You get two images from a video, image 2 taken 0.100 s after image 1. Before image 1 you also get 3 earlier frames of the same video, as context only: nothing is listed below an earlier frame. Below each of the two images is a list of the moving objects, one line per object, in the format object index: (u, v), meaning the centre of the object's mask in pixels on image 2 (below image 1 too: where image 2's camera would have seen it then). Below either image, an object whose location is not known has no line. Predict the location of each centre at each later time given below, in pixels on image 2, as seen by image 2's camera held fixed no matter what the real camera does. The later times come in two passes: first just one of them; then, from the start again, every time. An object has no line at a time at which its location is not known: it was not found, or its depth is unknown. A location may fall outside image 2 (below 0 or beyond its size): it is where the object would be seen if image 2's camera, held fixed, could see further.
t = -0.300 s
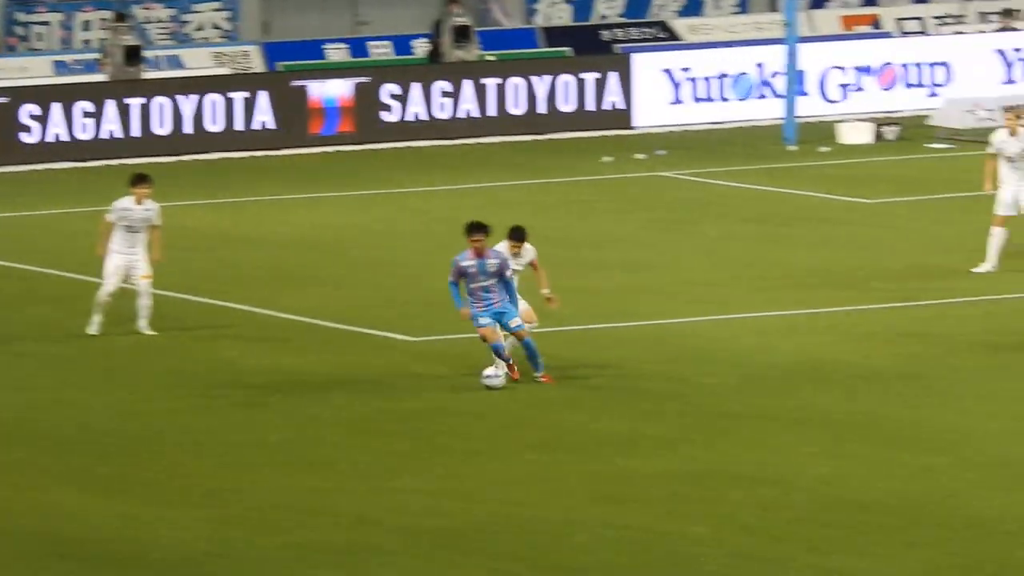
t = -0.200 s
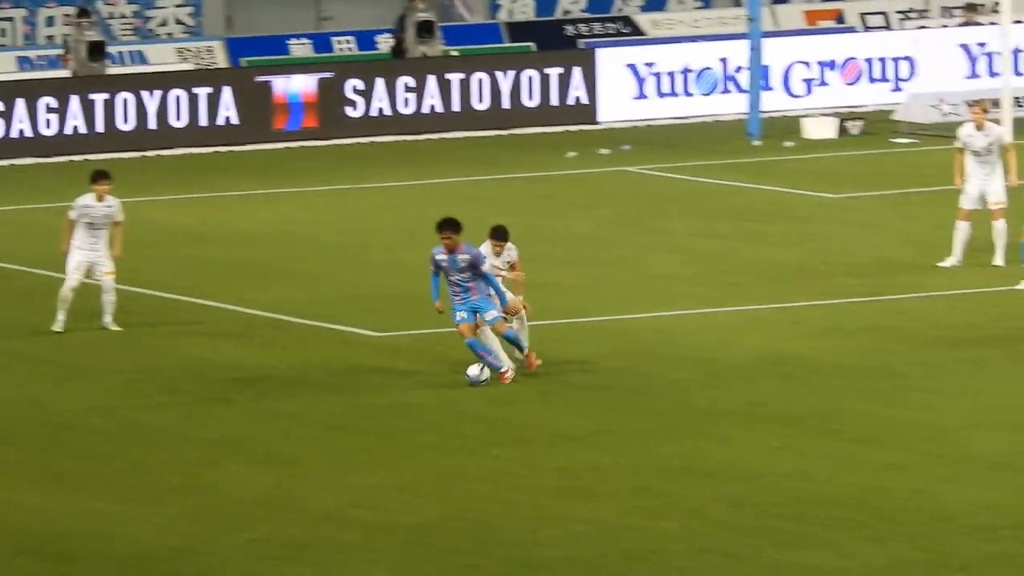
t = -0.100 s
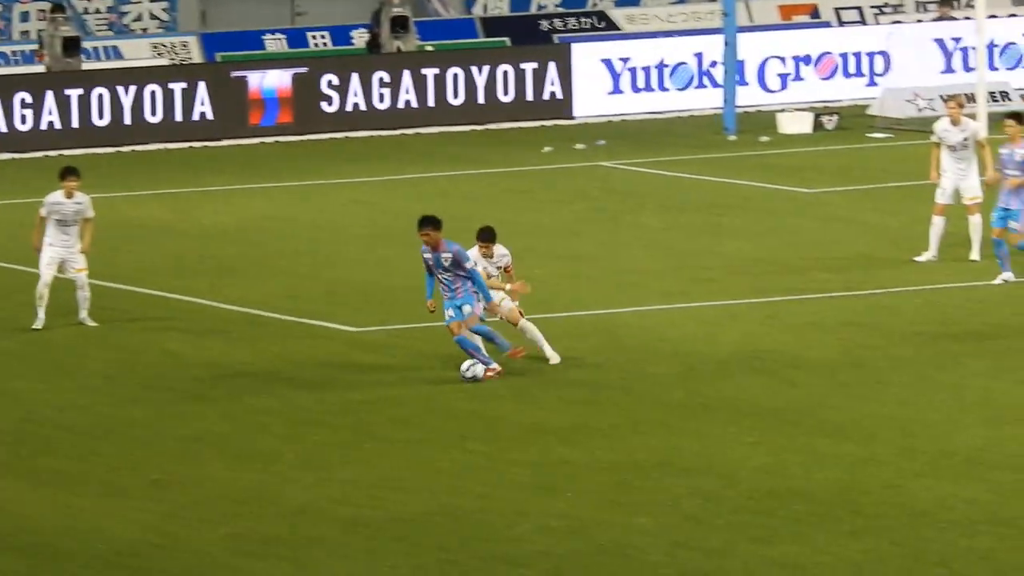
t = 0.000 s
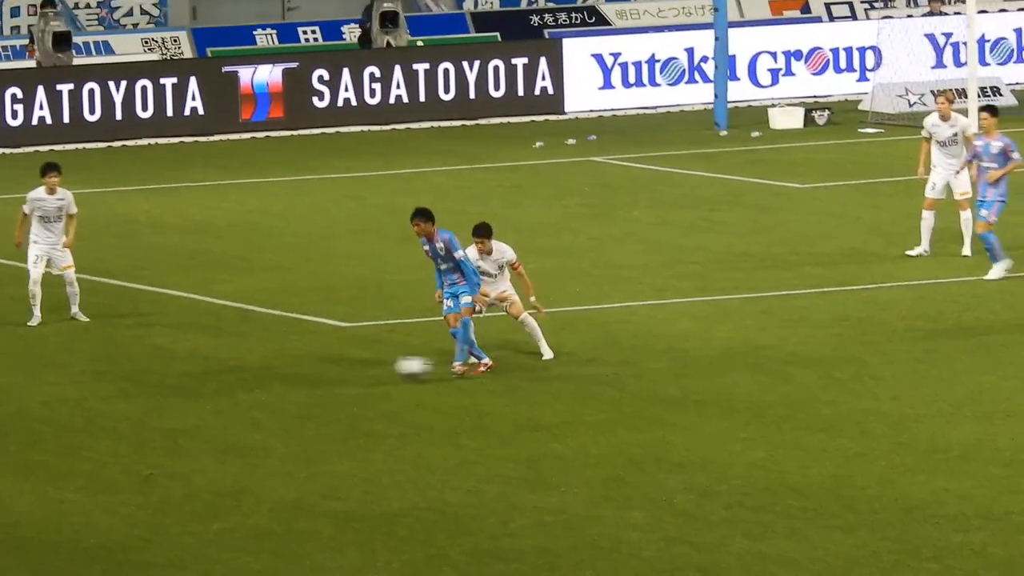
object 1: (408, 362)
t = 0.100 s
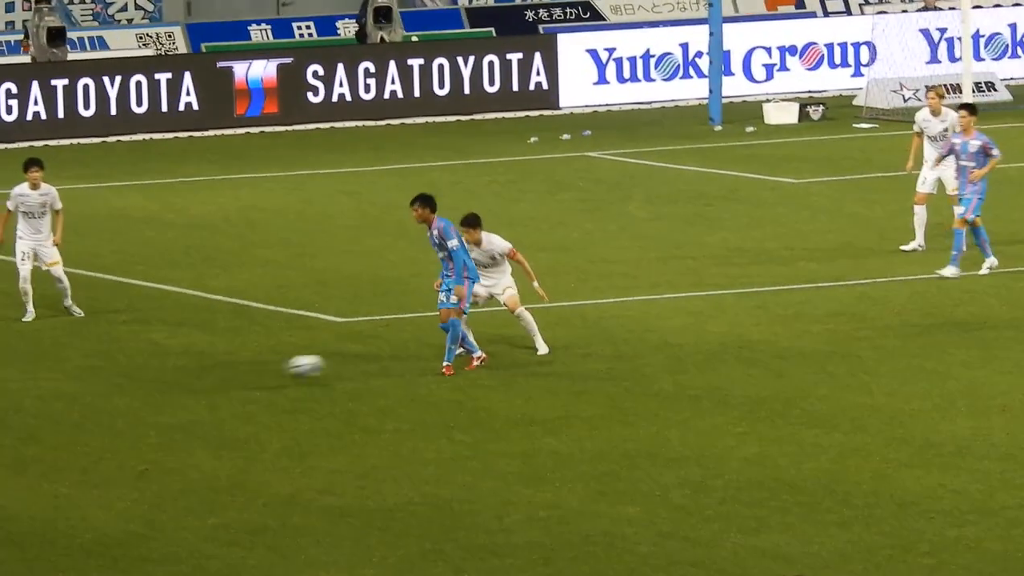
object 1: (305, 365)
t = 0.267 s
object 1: (136, 388)
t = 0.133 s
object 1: (270, 369)
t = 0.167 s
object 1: (235, 375)
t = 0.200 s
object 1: (202, 381)
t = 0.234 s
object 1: (168, 387)
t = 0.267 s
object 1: (136, 388)
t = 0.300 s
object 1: (104, 388)
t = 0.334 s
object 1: (73, 388)
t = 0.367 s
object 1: (43, 392)
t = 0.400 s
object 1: (13, 396)
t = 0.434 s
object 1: (4, 401)
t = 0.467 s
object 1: (-20, 406)
